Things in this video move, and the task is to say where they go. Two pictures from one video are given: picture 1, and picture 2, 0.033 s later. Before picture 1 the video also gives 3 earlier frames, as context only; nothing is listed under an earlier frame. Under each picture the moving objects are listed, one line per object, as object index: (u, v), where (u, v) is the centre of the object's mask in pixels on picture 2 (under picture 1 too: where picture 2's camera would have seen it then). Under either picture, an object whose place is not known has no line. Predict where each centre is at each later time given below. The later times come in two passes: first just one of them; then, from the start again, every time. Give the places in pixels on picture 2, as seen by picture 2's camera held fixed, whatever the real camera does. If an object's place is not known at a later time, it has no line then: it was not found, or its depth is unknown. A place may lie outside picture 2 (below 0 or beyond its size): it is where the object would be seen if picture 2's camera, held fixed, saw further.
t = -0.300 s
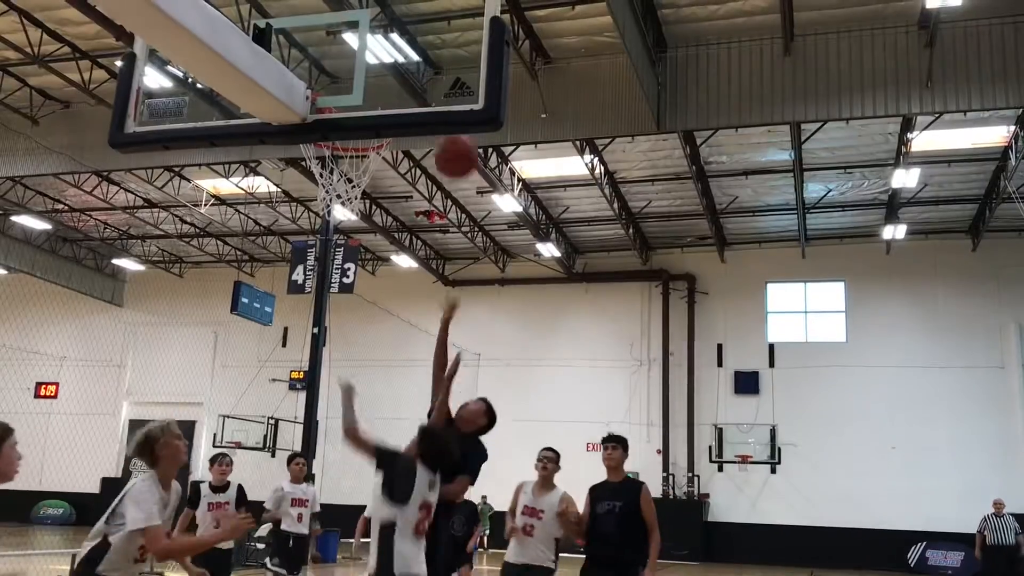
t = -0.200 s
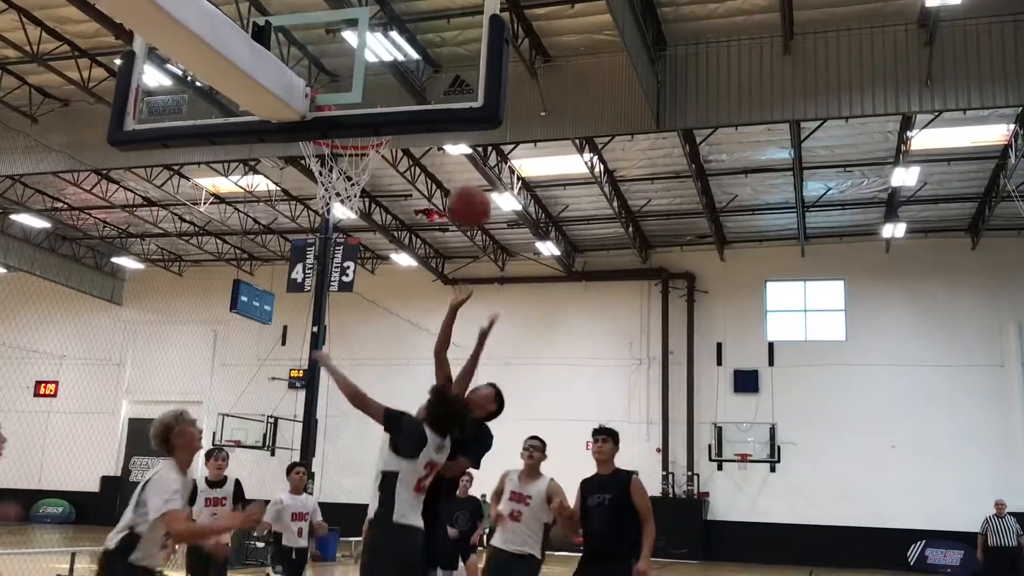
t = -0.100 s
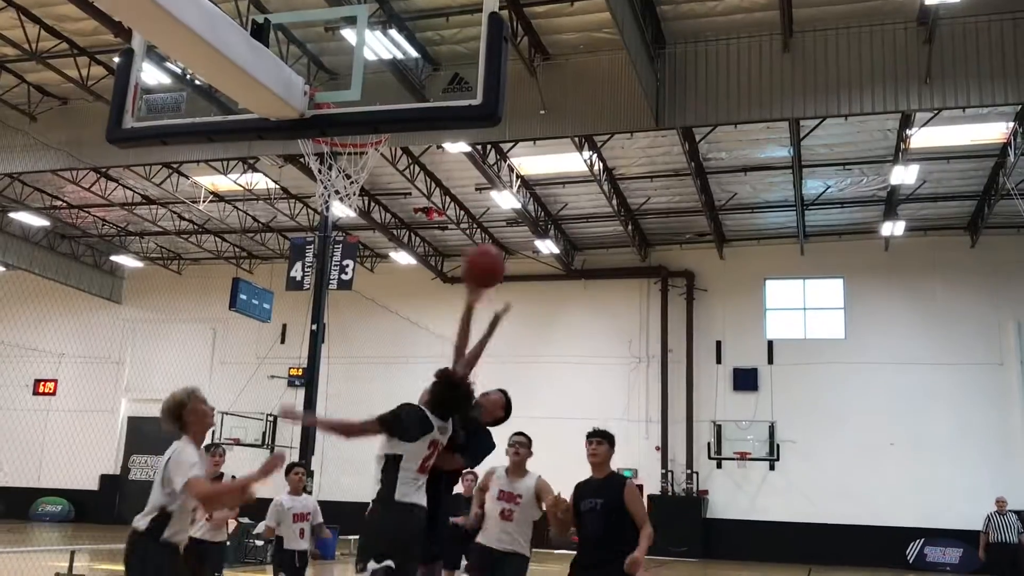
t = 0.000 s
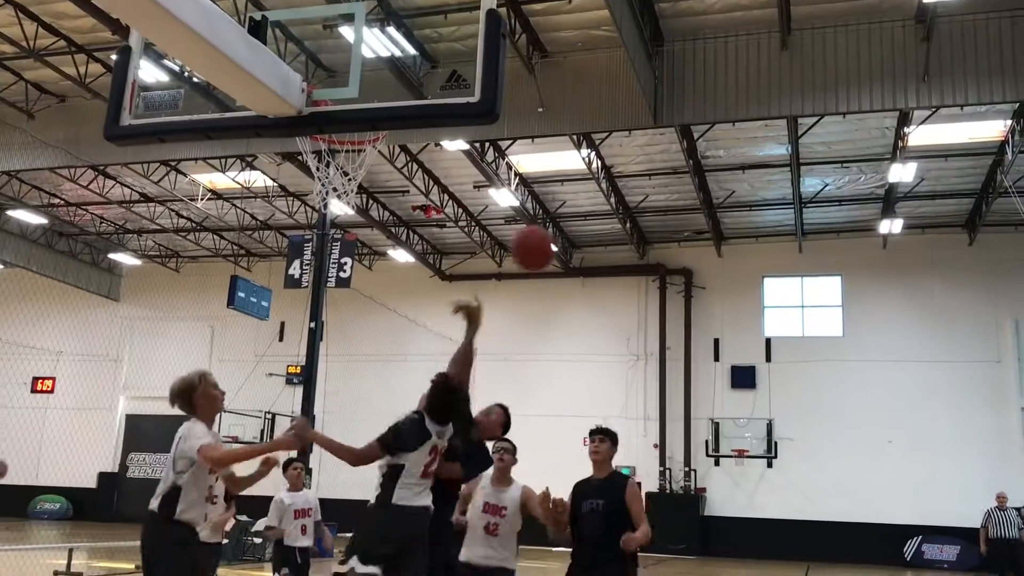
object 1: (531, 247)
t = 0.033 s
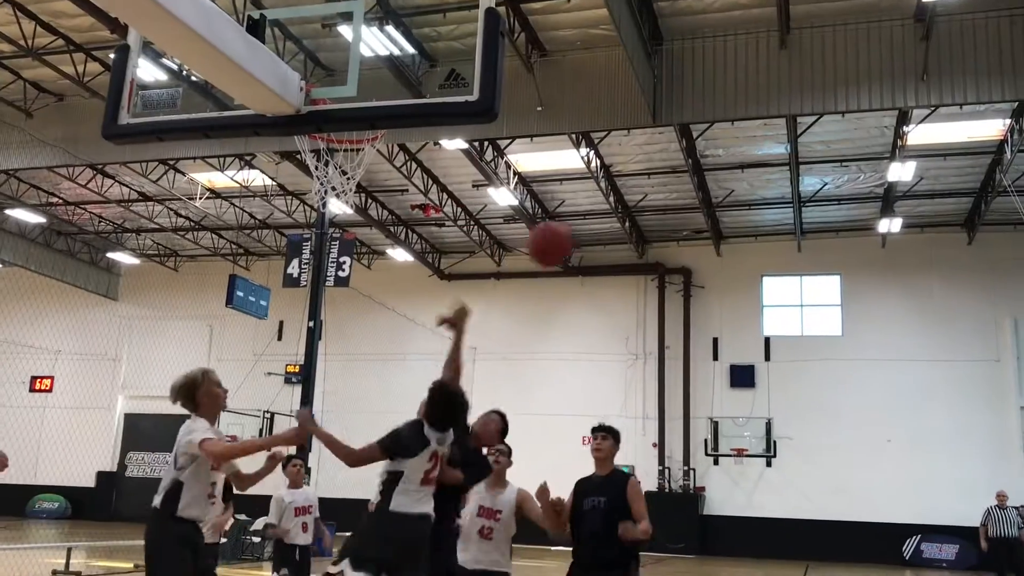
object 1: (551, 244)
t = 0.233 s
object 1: (673, 271)
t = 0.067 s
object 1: (570, 243)
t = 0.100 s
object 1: (588, 245)
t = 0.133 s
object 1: (609, 247)
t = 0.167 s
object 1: (632, 252)
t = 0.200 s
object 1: (650, 260)
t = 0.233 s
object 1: (673, 271)
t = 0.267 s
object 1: (694, 282)
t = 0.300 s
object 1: (718, 298)
